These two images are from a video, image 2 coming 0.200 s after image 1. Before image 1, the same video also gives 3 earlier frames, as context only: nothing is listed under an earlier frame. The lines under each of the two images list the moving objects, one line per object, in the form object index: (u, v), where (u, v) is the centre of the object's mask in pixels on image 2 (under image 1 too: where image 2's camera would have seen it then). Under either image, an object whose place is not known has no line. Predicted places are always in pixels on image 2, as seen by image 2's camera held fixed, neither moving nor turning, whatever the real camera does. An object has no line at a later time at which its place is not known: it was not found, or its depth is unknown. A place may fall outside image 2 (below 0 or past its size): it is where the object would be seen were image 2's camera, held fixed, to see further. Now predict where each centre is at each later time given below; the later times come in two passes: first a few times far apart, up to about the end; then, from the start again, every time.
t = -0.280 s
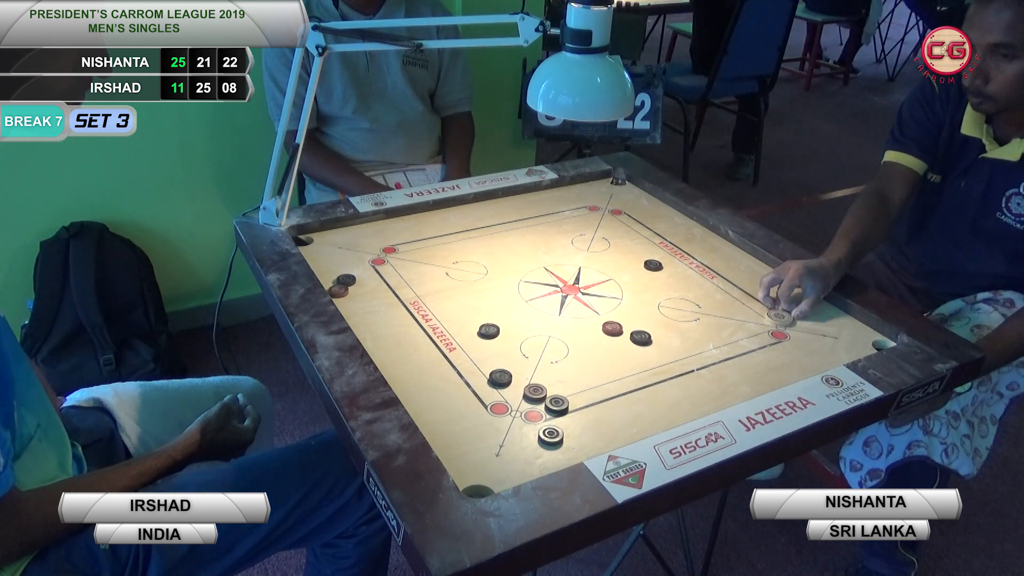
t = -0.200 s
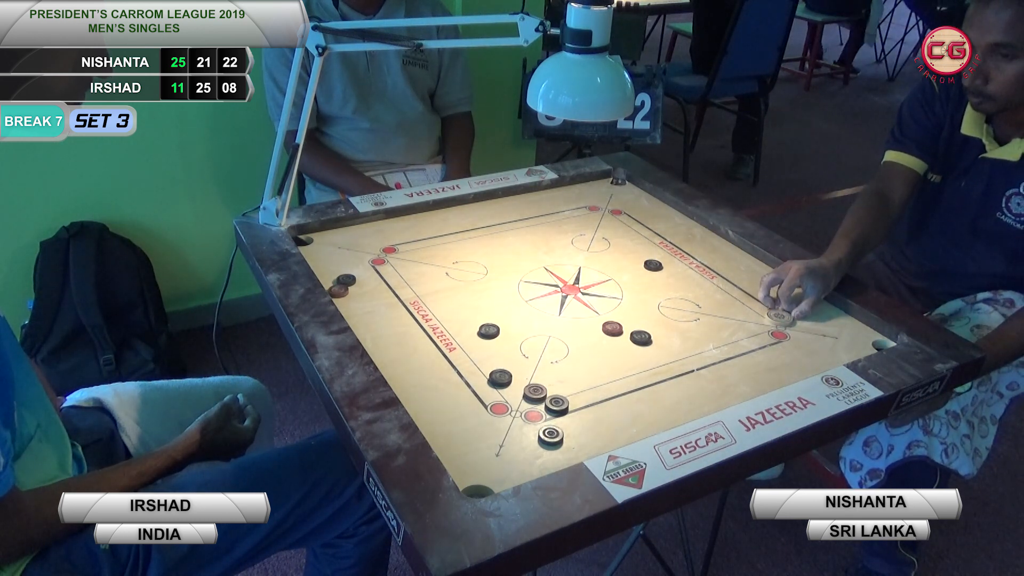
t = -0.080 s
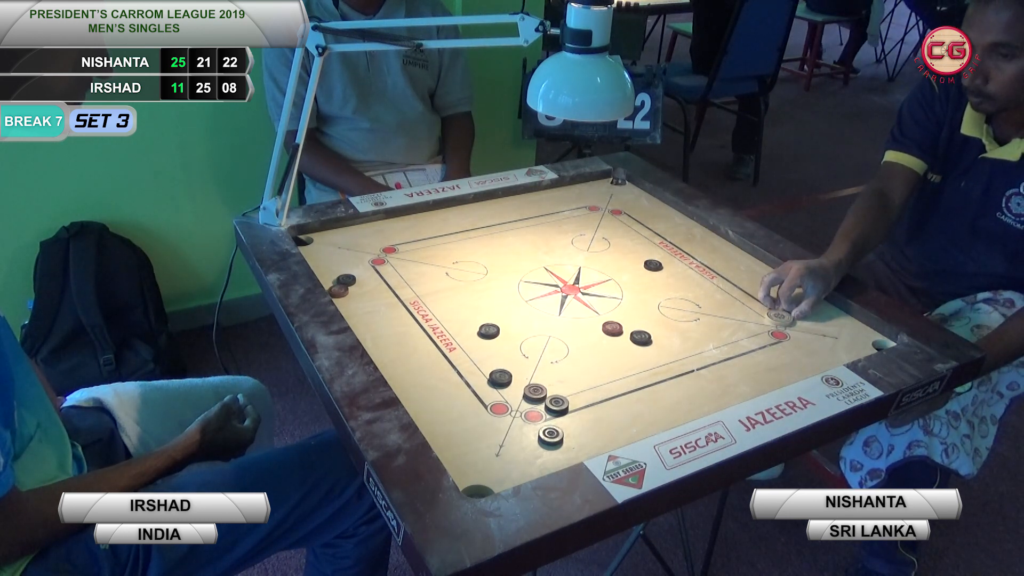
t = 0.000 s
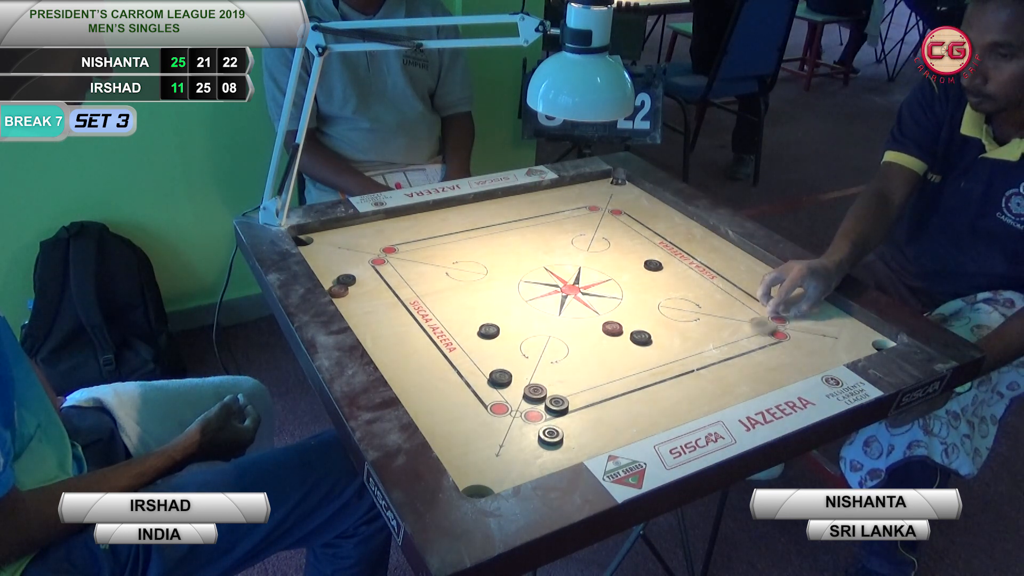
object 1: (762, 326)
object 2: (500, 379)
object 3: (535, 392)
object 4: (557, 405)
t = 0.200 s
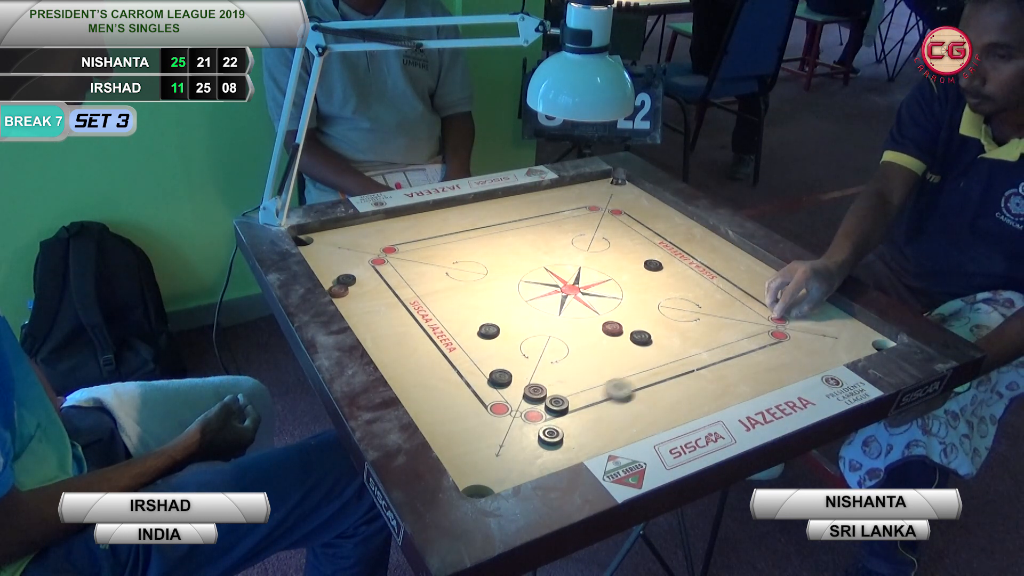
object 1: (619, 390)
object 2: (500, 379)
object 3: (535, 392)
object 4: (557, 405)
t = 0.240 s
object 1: (589, 404)
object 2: (500, 379)
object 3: (535, 392)
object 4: (557, 405)
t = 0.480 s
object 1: (543, 442)
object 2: (451, 359)
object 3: (522, 381)
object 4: (495, 452)
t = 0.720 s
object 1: (576, 440)
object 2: (433, 352)
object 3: (522, 381)
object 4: (478, 470)
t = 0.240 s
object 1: (589, 404)
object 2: (500, 379)
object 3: (535, 392)
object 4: (557, 405)
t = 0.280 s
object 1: (573, 416)
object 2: (500, 379)
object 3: (524, 386)
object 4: (530, 415)
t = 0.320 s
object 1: (563, 425)
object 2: (489, 374)
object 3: (522, 383)
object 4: (501, 429)
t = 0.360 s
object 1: (557, 431)
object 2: (477, 369)
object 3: (522, 382)
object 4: (473, 442)
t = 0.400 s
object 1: (551, 435)
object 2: (467, 365)
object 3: (522, 382)
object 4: (448, 454)
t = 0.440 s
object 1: (547, 439)
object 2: (458, 362)
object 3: (522, 382)
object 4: (469, 454)
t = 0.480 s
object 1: (543, 442)
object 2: (451, 359)
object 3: (522, 381)
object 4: (495, 452)
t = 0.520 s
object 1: (544, 443)
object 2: (445, 357)
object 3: (522, 381)
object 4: (512, 451)
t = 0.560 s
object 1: (553, 442)
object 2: (440, 355)
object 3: (522, 382)
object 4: (503, 456)
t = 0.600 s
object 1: (561, 441)
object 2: (436, 353)
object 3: (522, 381)
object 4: (494, 461)
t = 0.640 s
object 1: (567, 441)
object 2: (434, 352)
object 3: (522, 381)
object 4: (487, 465)
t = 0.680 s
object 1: (572, 440)
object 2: (433, 352)
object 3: (522, 381)
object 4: (482, 468)
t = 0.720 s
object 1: (576, 440)
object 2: (433, 352)
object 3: (522, 381)
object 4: (478, 470)
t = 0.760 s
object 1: (579, 440)
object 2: (433, 352)
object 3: (522, 381)
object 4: (475, 471)
